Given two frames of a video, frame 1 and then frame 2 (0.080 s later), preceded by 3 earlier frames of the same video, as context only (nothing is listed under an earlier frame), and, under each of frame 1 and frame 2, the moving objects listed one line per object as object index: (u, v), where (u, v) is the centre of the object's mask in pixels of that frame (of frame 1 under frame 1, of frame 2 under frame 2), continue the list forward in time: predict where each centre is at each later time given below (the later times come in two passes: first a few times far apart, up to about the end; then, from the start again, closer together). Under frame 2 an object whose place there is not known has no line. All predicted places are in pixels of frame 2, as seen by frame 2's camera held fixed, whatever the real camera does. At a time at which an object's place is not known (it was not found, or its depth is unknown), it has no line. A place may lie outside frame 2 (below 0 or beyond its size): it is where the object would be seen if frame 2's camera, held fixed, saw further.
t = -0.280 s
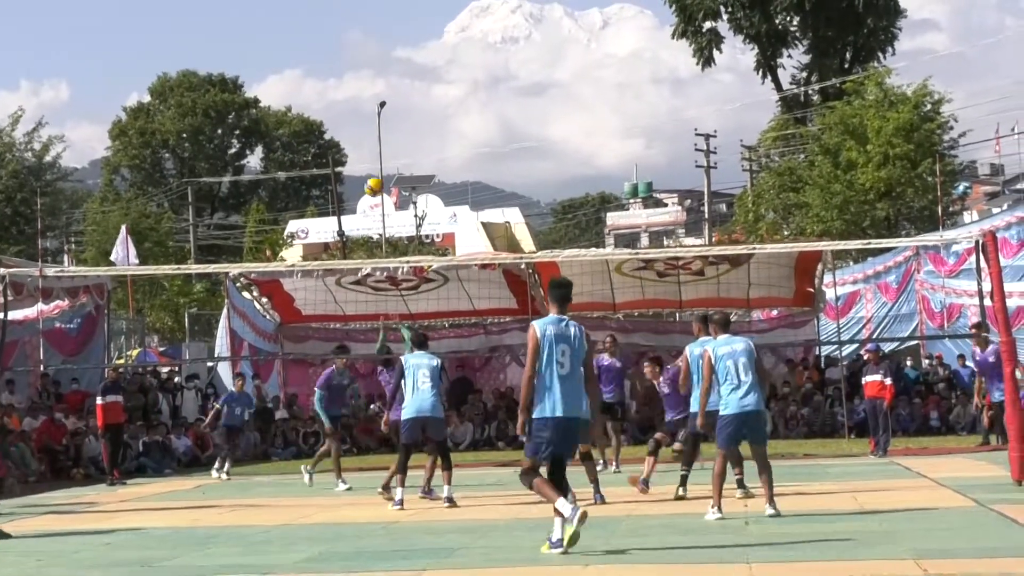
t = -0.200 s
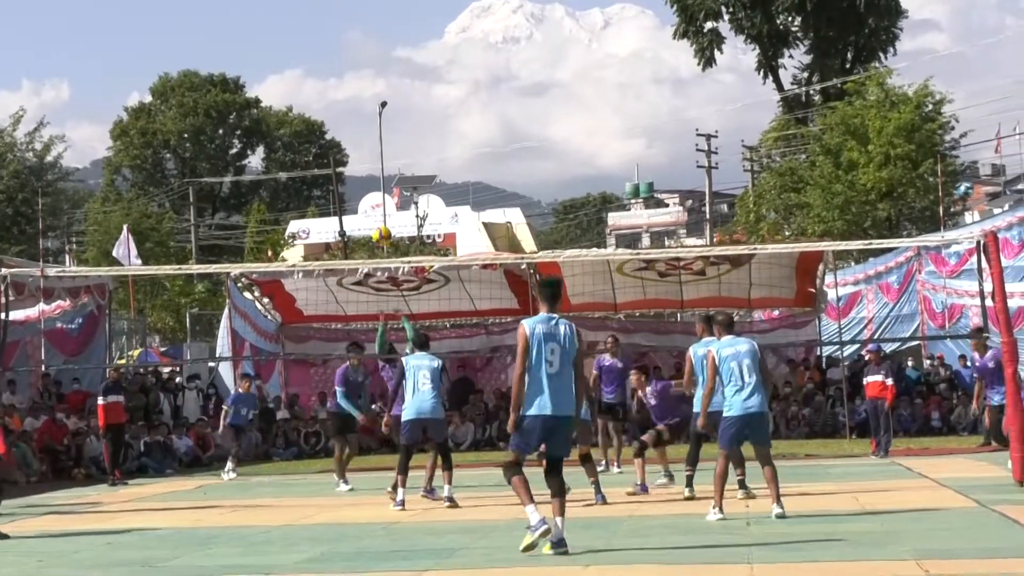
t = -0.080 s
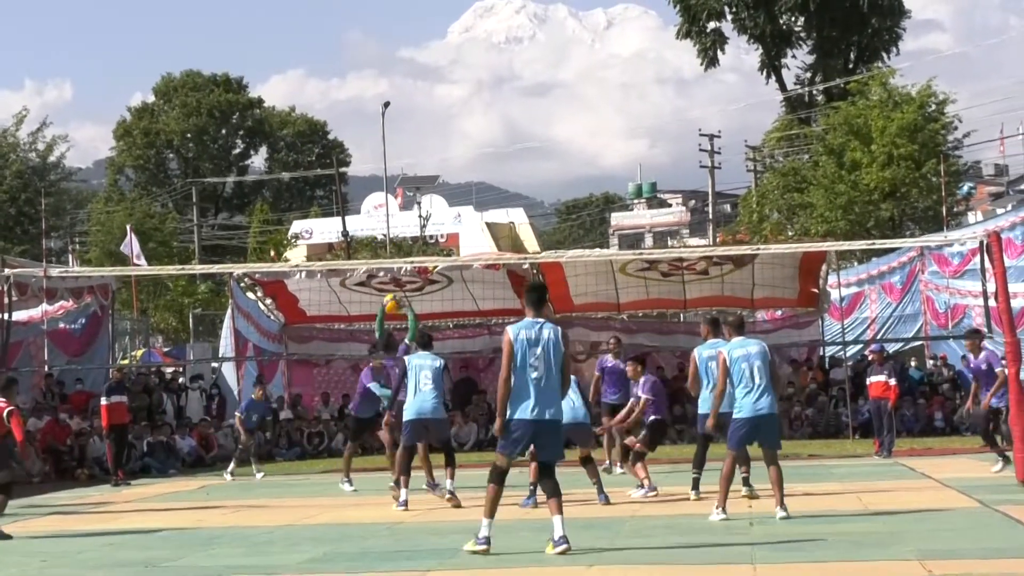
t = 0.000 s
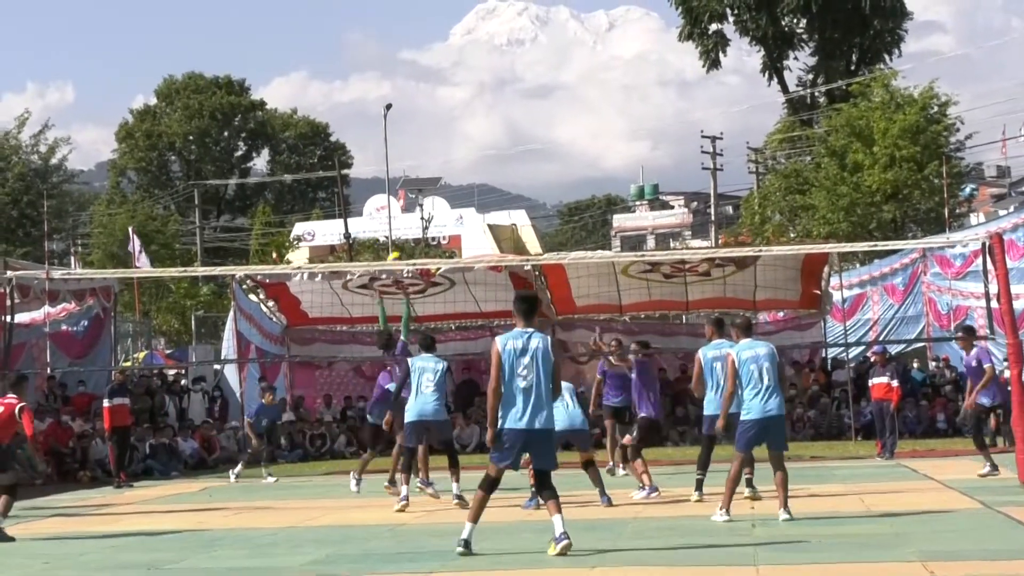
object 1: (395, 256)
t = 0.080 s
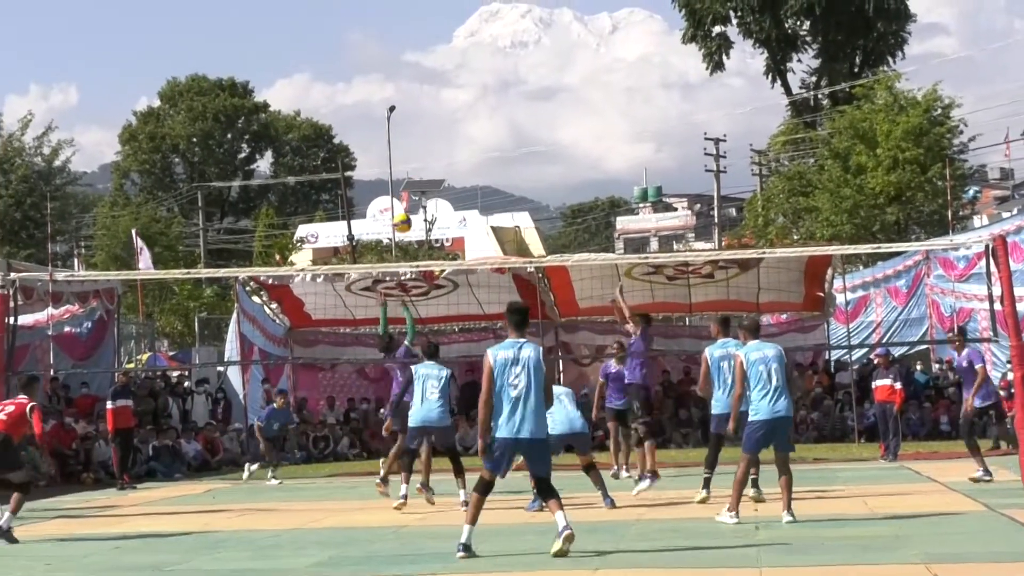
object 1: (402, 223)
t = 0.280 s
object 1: (409, 149)
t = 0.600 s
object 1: (423, 109)
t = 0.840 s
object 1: (436, 141)
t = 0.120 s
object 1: (403, 205)
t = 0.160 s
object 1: (405, 189)
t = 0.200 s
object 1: (406, 174)
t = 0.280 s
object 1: (409, 149)
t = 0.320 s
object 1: (411, 139)
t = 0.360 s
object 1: (412, 130)
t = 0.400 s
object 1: (414, 123)
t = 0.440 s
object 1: (415, 117)
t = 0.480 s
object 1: (417, 113)
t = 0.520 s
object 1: (419, 110)
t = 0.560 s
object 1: (421, 108)
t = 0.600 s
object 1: (423, 109)
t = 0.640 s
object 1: (425, 110)
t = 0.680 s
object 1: (427, 114)
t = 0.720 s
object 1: (429, 119)
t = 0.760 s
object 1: (431, 124)
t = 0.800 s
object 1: (433, 132)
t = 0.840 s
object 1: (436, 141)
